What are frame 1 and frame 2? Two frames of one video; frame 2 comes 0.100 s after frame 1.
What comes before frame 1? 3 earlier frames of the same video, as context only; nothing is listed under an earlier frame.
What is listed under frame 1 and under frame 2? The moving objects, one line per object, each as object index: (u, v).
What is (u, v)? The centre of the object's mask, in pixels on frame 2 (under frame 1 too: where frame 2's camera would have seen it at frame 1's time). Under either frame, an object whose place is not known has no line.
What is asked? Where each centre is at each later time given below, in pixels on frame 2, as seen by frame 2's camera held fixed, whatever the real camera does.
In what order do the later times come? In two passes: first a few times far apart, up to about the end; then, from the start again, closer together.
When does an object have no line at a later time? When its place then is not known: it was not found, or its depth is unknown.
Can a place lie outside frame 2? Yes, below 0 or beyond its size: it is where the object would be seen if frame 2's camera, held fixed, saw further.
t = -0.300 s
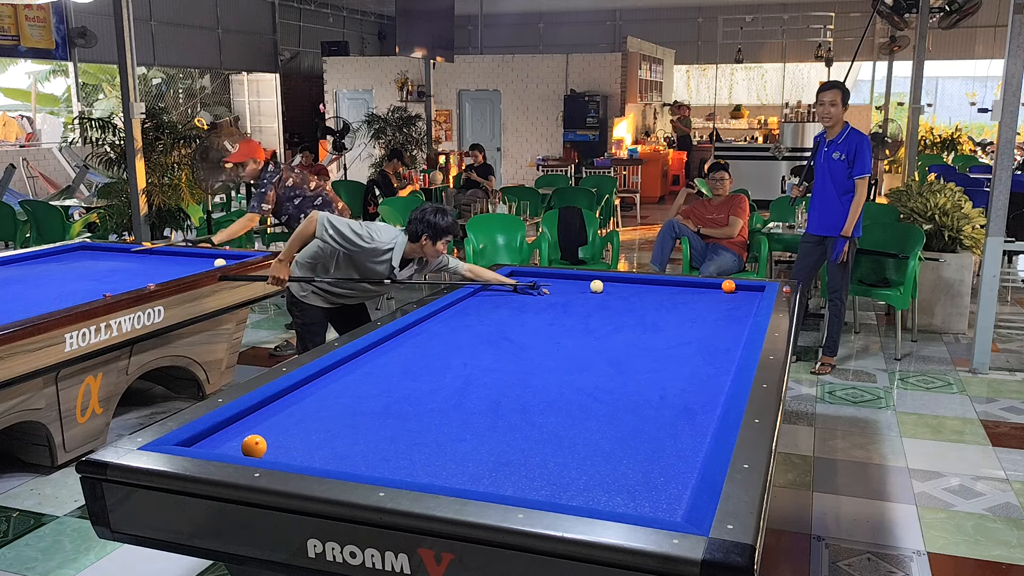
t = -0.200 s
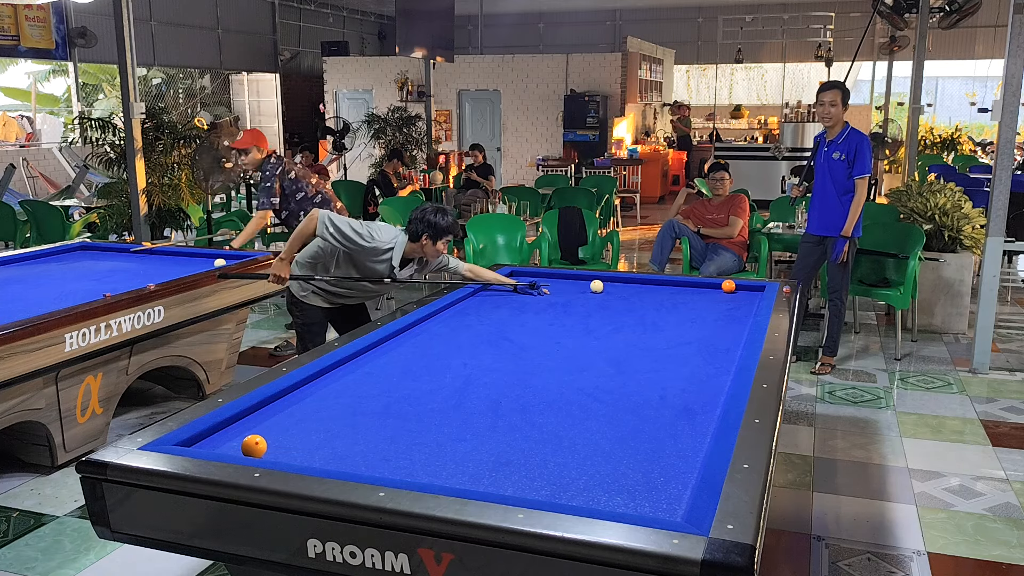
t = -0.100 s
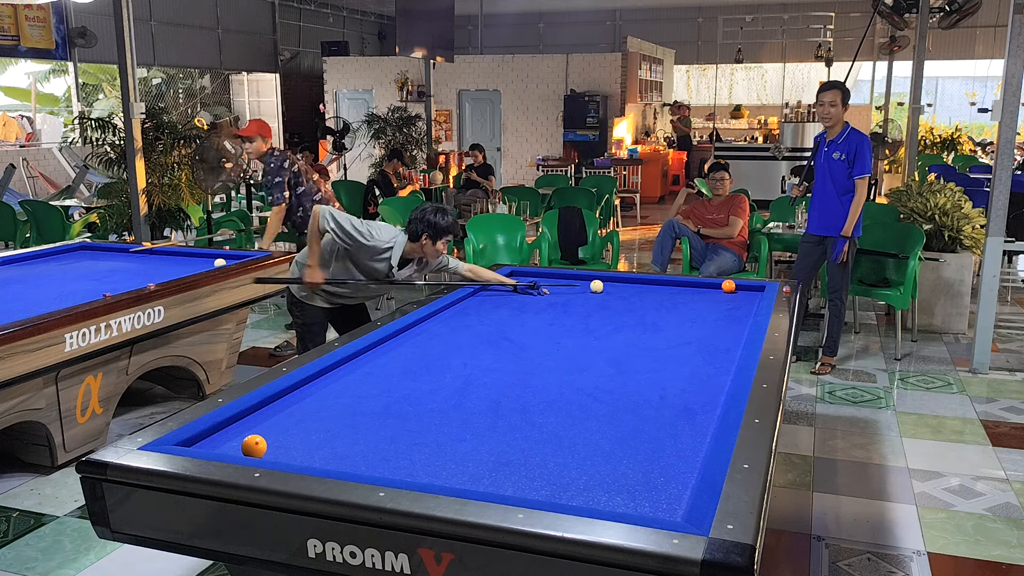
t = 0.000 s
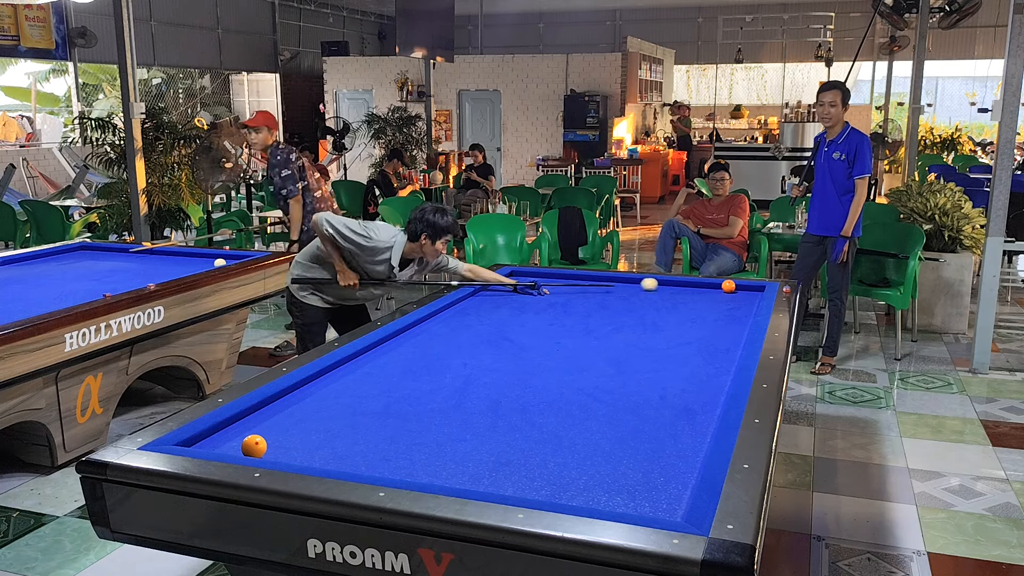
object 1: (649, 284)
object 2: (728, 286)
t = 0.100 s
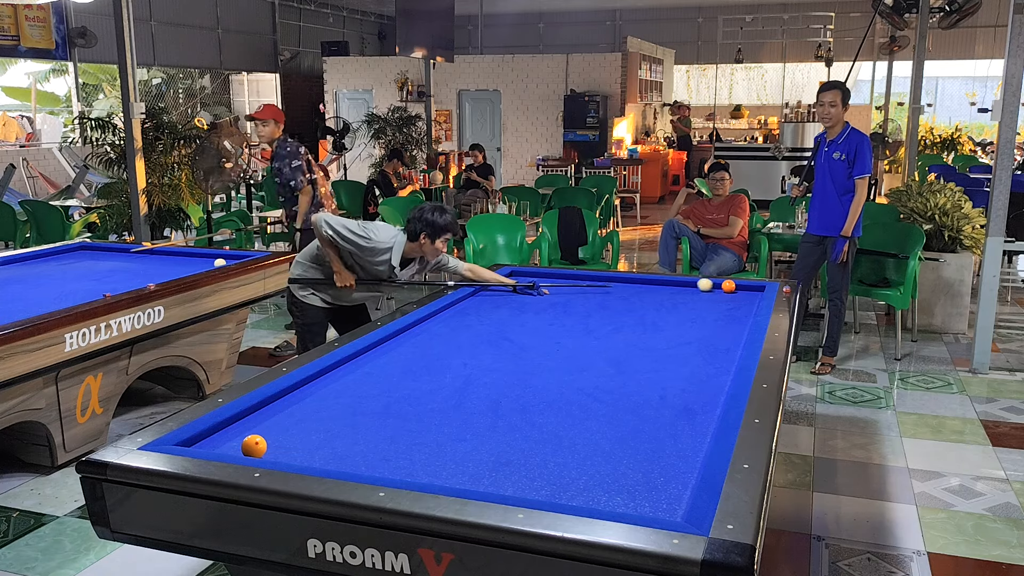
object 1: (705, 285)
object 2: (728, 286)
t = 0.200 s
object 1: (730, 293)
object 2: (743, 287)
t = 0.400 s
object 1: (734, 308)
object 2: (752, 291)
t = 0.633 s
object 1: (688, 322)
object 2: (736, 294)
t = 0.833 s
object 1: (650, 336)
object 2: (721, 296)
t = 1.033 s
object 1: (606, 351)
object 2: (706, 299)
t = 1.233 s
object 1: (558, 368)
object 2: (691, 301)
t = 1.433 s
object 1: (503, 388)
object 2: (677, 303)
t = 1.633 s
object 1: (440, 411)
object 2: (662, 305)
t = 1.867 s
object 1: (353, 442)
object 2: (644, 308)
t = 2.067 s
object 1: (290, 451)
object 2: (630, 310)
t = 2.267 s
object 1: (275, 426)
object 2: (615, 313)
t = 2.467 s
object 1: (265, 407)
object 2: (600, 315)
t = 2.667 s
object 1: (314, 397)
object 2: (586, 317)
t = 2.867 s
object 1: (356, 387)
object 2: (571, 319)
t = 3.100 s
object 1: (402, 376)
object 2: (554, 321)
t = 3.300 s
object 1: (438, 368)
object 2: (540, 324)
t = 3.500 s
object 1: (470, 360)
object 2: (526, 326)
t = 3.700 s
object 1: (501, 353)
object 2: (512, 328)
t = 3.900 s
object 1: (530, 346)
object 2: (498, 330)
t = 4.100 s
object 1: (556, 340)
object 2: (484, 332)
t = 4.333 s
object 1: (585, 333)
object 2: (468, 335)
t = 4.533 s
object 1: (609, 328)
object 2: (455, 337)
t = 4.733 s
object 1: (631, 323)
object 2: (441, 339)
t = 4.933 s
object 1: (651, 318)
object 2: (428, 341)
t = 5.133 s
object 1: (671, 314)
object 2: (415, 343)
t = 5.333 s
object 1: (689, 309)
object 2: (402, 345)
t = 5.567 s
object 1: (710, 305)
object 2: (387, 347)
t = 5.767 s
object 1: (726, 301)
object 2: (375, 349)
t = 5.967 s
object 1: (741, 297)
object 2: (370, 351)
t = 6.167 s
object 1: (756, 293)
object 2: (371, 353)
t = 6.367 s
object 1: (753, 290)
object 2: (371, 355)
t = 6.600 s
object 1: (747, 287)
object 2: (371, 358)
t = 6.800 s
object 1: (743, 289)
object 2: (372, 360)
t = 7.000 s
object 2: (372, 361)
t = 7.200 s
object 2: (373, 363)
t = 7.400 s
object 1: (731, 293)
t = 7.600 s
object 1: (727, 294)
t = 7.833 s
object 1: (724, 295)
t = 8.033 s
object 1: (720, 297)
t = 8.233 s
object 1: (717, 298)
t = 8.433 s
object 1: (714, 299)
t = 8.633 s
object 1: (711, 300)
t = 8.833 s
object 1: (709, 301)
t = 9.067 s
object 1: (706, 302)
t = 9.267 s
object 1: (703, 302)
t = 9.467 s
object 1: (701, 303)
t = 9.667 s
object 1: (699, 304)
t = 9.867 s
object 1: (697, 304)
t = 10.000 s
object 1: (696, 305)
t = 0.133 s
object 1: (717, 288)
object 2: (731, 286)
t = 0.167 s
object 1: (724, 291)
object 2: (738, 286)
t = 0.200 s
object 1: (730, 293)
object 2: (743, 287)
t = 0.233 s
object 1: (737, 296)
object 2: (748, 287)
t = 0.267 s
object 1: (744, 299)
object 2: (752, 288)
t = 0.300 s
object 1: (751, 301)
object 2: (756, 289)
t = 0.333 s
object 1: (750, 304)
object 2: (758, 290)
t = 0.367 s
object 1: (742, 306)
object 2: (755, 291)
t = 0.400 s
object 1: (734, 308)
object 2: (752, 291)
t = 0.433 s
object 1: (727, 310)
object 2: (750, 291)
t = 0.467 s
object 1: (719, 312)
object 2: (748, 292)
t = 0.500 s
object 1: (713, 314)
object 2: (745, 292)
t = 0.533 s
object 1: (706, 316)
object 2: (743, 293)
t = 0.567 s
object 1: (700, 318)
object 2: (741, 293)
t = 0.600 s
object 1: (694, 320)
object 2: (738, 293)
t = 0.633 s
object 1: (688, 322)
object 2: (736, 294)
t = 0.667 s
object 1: (682, 324)
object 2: (733, 294)
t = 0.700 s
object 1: (676, 327)
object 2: (731, 295)
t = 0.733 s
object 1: (669, 329)
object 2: (728, 295)
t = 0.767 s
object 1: (663, 331)
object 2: (726, 295)
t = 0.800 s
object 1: (656, 334)
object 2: (723, 296)
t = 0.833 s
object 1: (650, 336)
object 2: (721, 296)
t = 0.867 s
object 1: (643, 338)
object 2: (718, 297)
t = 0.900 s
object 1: (636, 341)
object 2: (716, 297)
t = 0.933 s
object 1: (628, 343)
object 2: (713, 297)
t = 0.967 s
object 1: (621, 346)
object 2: (711, 298)
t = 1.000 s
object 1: (614, 348)
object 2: (708, 298)
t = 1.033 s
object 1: (606, 351)
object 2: (706, 299)
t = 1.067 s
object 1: (599, 354)
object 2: (704, 299)
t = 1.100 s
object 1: (591, 357)
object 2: (701, 299)
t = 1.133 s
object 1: (583, 360)
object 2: (699, 300)
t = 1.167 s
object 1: (575, 362)
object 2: (696, 300)
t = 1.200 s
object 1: (567, 365)
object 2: (694, 300)
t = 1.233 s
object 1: (558, 368)
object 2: (691, 301)
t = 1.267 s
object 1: (549, 371)
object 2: (689, 301)
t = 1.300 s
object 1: (541, 374)
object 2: (686, 302)
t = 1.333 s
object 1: (532, 378)
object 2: (684, 302)
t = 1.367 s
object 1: (522, 381)
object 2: (682, 302)
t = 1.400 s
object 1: (513, 384)
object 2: (679, 303)
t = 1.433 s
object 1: (503, 388)
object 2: (677, 303)
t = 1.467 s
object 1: (493, 392)
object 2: (674, 304)
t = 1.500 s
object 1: (484, 395)
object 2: (672, 304)
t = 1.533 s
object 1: (473, 399)
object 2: (669, 304)
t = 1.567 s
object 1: (462, 403)
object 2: (667, 305)
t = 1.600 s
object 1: (451, 407)
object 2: (664, 305)
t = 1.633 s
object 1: (440, 411)
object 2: (662, 305)
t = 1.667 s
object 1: (429, 415)
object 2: (659, 306)
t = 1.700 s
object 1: (417, 419)
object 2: (657, 306)
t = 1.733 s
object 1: (405, 423)
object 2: (654, 307)
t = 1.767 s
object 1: (392, 428)
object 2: (652, 307)
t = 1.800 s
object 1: (380, 432)
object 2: (649, 307)
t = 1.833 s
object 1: (366, 437)
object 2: (647, 308)
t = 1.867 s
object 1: (353, 442)
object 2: (644, 308)
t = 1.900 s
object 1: (339, 447)
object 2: (642, 308)
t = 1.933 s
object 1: (325, 452)
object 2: (640, 309)
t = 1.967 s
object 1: (310, 455)
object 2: (637, 309)
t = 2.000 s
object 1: (296, 457)
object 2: (635, 310)
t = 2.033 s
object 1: (291, 455)
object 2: (632, 310)
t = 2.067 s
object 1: (290, 451)
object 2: (630, 310)
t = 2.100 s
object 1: (288, 447)
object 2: (627, 311)
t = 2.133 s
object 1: (286, 442)
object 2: (625, 311)
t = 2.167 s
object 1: (283, 437)
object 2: (622, 311)
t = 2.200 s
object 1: (280, 433)
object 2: (620, 312)
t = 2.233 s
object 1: (277, 430)
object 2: (617, 312)
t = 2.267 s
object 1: (275, 426)
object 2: (615, 313)
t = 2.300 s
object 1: (272, 423)
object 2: (612, 313)
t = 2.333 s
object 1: (269, 419)
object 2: (610, 313)
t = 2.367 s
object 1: (266, 416)
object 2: (608, 314)
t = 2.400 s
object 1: (263, 413)
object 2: (605, 314)
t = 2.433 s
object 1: (260, 409)
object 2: (603, 314)
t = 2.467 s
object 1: (265, 407)
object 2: (600, 315)
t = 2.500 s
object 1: (274, 406)
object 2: (598, 315)
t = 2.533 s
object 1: (283, 404)
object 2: (595, 316)
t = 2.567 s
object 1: (291, 402)
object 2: (593, 316)
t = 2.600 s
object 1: (298, 400)
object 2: (591, 316)
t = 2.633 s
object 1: (306, 398)
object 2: (588, 317)
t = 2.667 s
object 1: (314, 397)
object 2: (586, 317)
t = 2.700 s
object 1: (321, 395)
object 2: (583, 317)
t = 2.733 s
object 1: (328, 393)
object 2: (581, 318)
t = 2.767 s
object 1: (335, 392)
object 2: (578, 318)
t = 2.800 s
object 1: (342, 390)
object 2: (576, 318)
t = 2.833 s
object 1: (349, 388)
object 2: (573, 319)
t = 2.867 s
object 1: (356, 387)
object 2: (571, 319)
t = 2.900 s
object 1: (363, 385)
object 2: (569, 319)
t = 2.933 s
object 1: (370, 384)
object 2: (566, 320)
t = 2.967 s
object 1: (376, 382)
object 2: (564, 320)
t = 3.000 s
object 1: (383, 380)
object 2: (561, 321)
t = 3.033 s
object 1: (389, 379)
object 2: (559, 321)
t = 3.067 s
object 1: (396, 378)
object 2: (557, 321)
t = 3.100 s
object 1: (402, 376)
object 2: (554, 321)
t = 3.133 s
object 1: (408, 375)
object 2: (552, 322)
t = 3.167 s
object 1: (414, 373)
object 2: (549, 322)
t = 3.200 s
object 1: (420, 372)
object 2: (547, 323)
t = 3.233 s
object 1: (426, 371)
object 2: (545, 323)
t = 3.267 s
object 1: (432, 369)
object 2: (542, 324)
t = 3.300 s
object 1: (438, 368)
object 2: (540, 324)
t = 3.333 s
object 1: (443, 366)
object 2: (537, 324)
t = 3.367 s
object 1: (449, 365)
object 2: (535, 325)
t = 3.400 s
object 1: (454, 364)
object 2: (533, 325)
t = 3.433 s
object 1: (460, 363)
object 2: (530, 325)
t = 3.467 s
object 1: (465, 361)
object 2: (528, 326)
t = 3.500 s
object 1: (470, 360)
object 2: (526, 326)
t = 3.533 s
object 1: (476, 359)
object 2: (523, 326)
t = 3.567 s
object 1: (481, 358)
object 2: (521, 327)
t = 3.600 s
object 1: (486, 357)
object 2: (519, 327)
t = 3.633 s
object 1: (491, 355)
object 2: (516, 327)
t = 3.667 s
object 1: (496, 354)
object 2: (514, 328)
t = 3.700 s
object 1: (501, 353)
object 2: (512, 328)
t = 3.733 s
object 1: (506, 352)
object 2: (509, 328)
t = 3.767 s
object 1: (511, 351)
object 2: (507, 329)
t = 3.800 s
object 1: (516, 350)
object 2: (505, 329)
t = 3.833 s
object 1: (520, 348)
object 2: (502, 329)
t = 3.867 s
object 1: (525, 347)
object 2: (500, 330)
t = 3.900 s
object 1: (530, 346)
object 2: (498, 330)
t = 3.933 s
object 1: (534, 345)
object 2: (495, 331)
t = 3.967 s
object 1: (539, 344)
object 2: (493, 331)
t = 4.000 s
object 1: (543, 343)
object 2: (491, 331)
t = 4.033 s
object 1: (548, 342)
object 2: (489, 332)
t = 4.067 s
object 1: (552, 341)
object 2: (486, 332)
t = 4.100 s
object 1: (556, 340)
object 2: (484, 332)
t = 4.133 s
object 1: (561, 339)
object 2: (482, 333)
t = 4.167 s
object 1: (565, 338)
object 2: (479, 333)
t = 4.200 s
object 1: (569, 337)
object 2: (477, 333)
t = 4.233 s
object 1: (573, 336)
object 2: (475, 334)
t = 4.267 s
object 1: (578, 335)
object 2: (473, 334)
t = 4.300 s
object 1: (581, 334)
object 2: (470, 334)
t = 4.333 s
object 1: (585, 333)
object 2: (468, 335)
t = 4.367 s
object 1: (589, 332)
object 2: (466, 335)
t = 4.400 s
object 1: (593, 331)
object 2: (463, 335)
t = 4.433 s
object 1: (597, 330)
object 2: (461, 336)
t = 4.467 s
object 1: (601, 330)
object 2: (459, 336)
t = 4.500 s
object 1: (605, 329)
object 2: (457, 336)
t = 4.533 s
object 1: (609, 328)
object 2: (455, 337)
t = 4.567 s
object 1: (613, 327)
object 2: (452, 337)
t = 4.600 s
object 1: (616, 326)
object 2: (450, 338)
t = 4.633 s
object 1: (620, 325)
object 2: (448, 338)
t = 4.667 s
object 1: (624, 324)
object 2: (446, 338)
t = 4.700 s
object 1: (627, 324)
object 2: (443, 338)
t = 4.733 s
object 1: (631, 323)
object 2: (441, 339)
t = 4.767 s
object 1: (634, 322)
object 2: (439, 339)
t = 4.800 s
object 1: (638, 321)
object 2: (437, 339)
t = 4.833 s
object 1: (641, 321)
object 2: (434, 340)
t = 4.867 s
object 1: (645, 320)
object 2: (432, 340)
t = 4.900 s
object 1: (648, 319)
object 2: (430, 340)
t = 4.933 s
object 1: (651, 318)
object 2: (428, 341)
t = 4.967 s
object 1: (655, 317)
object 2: (426, 341)
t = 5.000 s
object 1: (658, 316)
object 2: (423, 342)
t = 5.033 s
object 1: (661, 316)
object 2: (421, 342)
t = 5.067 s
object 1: (665, 315)
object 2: (419, 342)
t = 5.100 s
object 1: (668, 314)
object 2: (417, 343)
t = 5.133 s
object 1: (671, 314)
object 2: (415, 343)
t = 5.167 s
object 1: (674, 313)
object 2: (412, 343)
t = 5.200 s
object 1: (677, 312)
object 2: (410, 344)
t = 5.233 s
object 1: (680, 311)
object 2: (408, 344)
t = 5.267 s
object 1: (683, 311)
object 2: (406, 344)
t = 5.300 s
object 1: (686, 310)
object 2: (404, 344)
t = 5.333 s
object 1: (689, 309)
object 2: (402, 345)
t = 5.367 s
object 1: (692, 309)
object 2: (400, 345)
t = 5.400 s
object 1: (695, 308)
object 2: (398, 345)
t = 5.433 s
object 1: (698, 307)
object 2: (396, 346)
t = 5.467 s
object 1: (701, 307)
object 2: (393, 346)
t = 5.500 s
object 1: (704, 306)
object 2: (391, 346)
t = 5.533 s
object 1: (707, 305)
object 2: (389, 347)
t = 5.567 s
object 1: (710, 305)
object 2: (387, 347)
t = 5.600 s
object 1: (712, 304)
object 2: (385, 347)
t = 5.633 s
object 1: (715, 303)
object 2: (383, 348)
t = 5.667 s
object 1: (718, 303)
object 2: (381, 348)
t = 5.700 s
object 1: (721, 302)
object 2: (379, 348)
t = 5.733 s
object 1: (723, 301)
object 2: (377, 349)
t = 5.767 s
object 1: (726, 301)
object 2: (375, 349)
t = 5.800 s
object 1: (729, 300)
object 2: (373, 349)
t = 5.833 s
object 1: (731, 299)
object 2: (371, 350)
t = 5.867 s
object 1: (734, 299)
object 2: (370, 350)
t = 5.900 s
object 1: (736, 298)
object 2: (370, 350)
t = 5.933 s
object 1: (739, 298)
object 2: (370, 351)
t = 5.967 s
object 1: (741, 297)
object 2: (370, 351)
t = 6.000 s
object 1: (744, 296)
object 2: (370, 351)
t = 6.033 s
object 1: (746, 296)
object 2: (370, 352)
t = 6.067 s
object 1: (749, 295)
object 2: (370, 352)
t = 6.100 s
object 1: (751, 294)
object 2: (370, 352)
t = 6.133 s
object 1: (754, 294)
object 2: (370, 353)
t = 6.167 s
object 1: (756, 293)
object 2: (371, 353)
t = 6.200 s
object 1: (756, 293)
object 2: (371, 354)
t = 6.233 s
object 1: (755, 292)
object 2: (371, 354)
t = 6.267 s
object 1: (755, 292)
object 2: (371, 354)
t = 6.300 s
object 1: (754, 291)
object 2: (371, 355)
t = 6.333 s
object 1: (753, 291)
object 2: (371, 355)
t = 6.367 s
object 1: (753, 290)
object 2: (371, 355)
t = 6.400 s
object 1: (752, 290)
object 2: (371, 356)
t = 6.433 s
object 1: (751, 289)
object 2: (371, 356)
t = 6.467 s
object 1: (750, 288)
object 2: (371, 356)
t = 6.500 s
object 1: (749, 288)
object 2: (371, 357)
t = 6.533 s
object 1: (749, 287)
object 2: (371, 357)
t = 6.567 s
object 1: (748, 287)
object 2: (371, 357)
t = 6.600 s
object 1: (747, 287)
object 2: (371, 358)
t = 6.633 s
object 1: (746, 287)
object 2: (372, 358)
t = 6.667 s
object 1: (742, 287)
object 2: (372, 358)
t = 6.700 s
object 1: (750, 289)
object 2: (372, 359)
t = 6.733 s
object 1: (744, 288)
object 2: (372, 359)
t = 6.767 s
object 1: (743, 288)
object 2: (372, 359)
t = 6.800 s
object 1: (743, 289)
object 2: (372, 360)
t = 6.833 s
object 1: (742, 289)
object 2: (372, 360)
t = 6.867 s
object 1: (739, 289)
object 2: (372, 360)
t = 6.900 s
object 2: (372, 361)
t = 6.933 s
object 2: (372, 361)
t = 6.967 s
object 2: (372, 361)
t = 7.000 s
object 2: (372, 361)
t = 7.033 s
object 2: (372, 362)
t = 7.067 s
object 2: (372, 362)
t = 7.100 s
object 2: (372, 363)
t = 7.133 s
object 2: (372, 363)
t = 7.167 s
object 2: (373, 363)
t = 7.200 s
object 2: (373, 363)
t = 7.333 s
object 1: (735, 291)
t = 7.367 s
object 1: (732, 292)
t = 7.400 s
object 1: (731, 293)
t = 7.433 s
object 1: (731, 293)
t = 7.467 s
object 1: (730, 293)
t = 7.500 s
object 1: (729, 293)
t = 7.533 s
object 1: (729, 293)
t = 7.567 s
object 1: (728, 294)
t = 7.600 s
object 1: (727, 294)
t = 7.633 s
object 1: (727, 294)
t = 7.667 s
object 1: (726, 294)
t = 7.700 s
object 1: (726, 294)
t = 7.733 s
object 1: (725, 295)
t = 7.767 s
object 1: (725, 295)
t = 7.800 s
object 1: (724, 295)
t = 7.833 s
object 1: (724, 295)
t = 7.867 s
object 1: (723, 296)
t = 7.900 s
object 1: (723, 296)
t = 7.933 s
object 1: (722, 296)
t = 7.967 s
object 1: (721, 296)
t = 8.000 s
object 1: (721, 297)
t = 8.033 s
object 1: (720, 297)
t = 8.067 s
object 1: (720, 297)
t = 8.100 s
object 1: (719, 297)
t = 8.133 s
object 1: (719, 297)
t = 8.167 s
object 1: (718, 298)
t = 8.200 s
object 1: (718, 298)
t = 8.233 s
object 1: (717, 298)
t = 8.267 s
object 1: (717, 298)
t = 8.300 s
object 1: (716, 298)
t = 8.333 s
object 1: (716, 298)
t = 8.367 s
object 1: (715, 299)
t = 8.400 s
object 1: (715, 299)
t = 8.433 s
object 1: (714, 299)
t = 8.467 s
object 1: (714, 299)
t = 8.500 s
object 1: (714, 299)
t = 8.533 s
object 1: (713, 299)
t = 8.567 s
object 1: (713, 299)
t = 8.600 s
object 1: (712, 300)
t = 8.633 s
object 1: (711, 300)
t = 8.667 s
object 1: (711, 300)
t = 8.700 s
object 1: (710, 300)
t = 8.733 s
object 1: (710, 300)
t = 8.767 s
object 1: (710, 300)
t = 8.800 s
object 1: (709, 301)
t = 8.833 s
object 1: (709, 301)
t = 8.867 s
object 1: (708, 301)
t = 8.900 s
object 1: (708, 301)
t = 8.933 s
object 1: (707, 301)
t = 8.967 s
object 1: (707, 301)
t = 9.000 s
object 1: (707, 301)
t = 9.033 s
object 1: (706, 302)
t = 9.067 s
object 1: (706, 302)
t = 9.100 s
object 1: (705, 302)
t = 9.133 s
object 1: (705, 302)
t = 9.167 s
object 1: (704, 302)
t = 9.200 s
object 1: (704, 302)
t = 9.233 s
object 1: (703, 302)
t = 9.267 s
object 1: (703, 302)
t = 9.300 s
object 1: (703, 303)
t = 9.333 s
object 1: (702, 303)
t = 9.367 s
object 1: (702, 303)
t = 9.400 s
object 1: (702, 303)
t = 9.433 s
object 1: (701, 303)
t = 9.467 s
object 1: (701, 303)
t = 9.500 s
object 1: (701, 303)
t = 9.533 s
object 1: (700, 303)
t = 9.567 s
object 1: (700, 303)
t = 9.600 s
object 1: (700, 304)
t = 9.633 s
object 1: (699, 304)
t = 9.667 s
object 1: (699, 304)
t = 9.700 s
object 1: (699, 304)
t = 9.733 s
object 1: (698, 304)
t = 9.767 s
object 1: (698, 304)
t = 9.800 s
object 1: (698, 304)
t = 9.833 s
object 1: (697, 304)
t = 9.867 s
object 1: (697, 304)
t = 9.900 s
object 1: (697, 304)
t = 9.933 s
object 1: (697, 304)
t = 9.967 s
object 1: (696, 305)
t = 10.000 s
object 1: (696, 305)
